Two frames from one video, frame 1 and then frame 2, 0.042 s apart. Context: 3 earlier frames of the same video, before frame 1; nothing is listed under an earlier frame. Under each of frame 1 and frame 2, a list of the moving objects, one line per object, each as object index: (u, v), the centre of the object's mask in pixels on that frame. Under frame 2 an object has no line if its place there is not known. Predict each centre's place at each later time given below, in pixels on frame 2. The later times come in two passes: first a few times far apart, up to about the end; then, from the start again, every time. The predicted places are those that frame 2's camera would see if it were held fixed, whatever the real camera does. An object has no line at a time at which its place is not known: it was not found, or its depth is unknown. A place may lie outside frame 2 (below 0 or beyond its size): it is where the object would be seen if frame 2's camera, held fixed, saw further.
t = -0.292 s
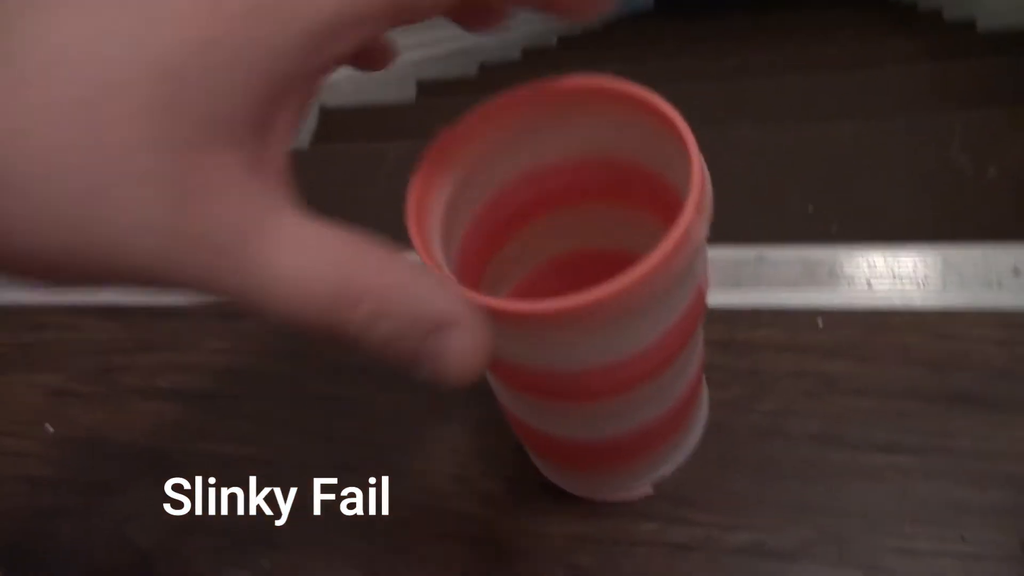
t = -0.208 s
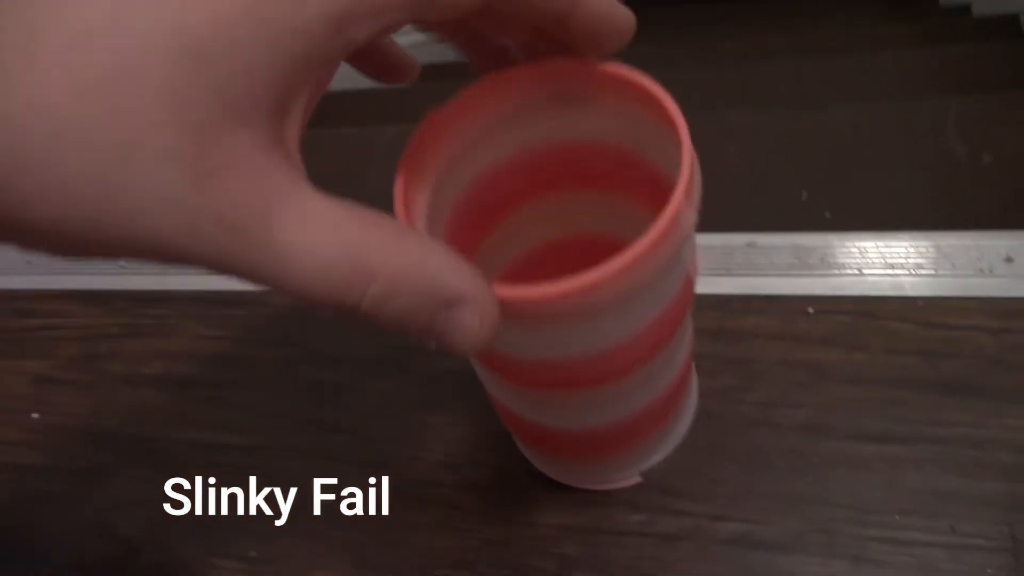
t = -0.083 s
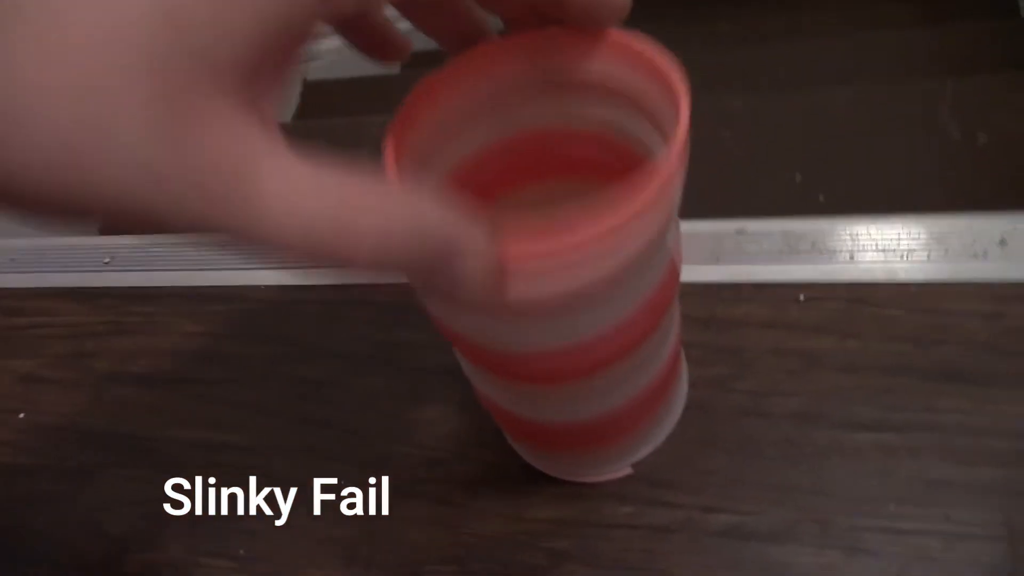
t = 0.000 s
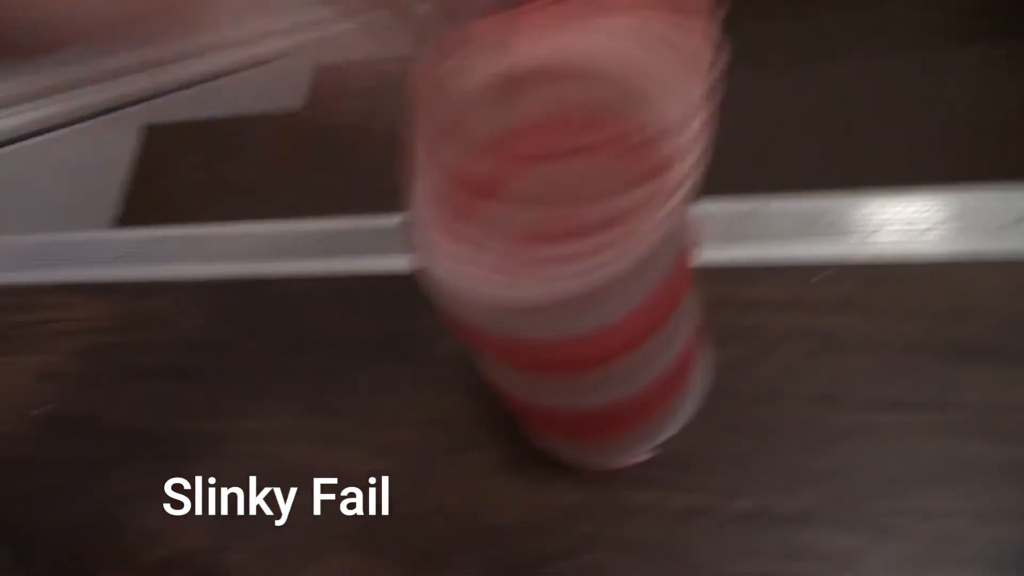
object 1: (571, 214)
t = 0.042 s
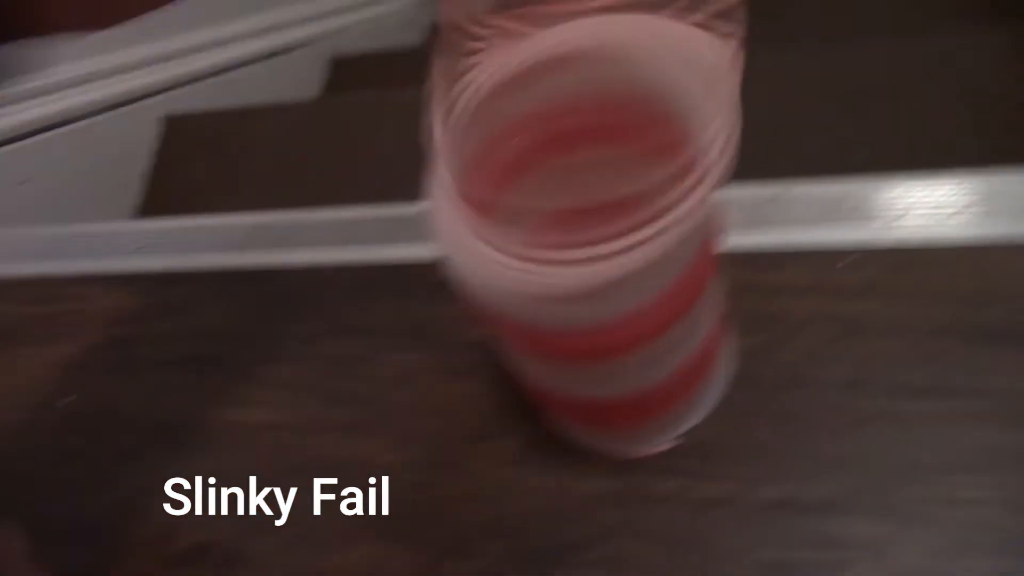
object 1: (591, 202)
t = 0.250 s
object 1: (582, 206)
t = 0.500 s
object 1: (579, 170)
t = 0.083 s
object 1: (581, 209)
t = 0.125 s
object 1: (572, 209)
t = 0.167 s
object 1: (571, 209)
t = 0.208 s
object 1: (577, 207)
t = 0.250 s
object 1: (582, 206)
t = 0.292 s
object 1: (581, 199)
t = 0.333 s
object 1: (579, 199)
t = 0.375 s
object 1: (576, 194)
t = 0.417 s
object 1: (573, 180)
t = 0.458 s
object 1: (576, 173)
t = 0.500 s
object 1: (579, 170)
